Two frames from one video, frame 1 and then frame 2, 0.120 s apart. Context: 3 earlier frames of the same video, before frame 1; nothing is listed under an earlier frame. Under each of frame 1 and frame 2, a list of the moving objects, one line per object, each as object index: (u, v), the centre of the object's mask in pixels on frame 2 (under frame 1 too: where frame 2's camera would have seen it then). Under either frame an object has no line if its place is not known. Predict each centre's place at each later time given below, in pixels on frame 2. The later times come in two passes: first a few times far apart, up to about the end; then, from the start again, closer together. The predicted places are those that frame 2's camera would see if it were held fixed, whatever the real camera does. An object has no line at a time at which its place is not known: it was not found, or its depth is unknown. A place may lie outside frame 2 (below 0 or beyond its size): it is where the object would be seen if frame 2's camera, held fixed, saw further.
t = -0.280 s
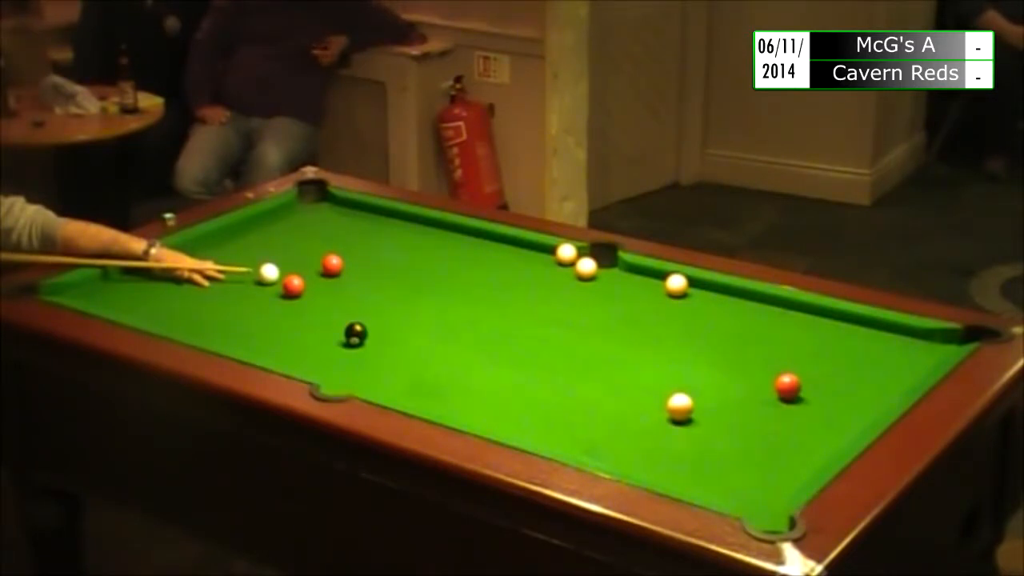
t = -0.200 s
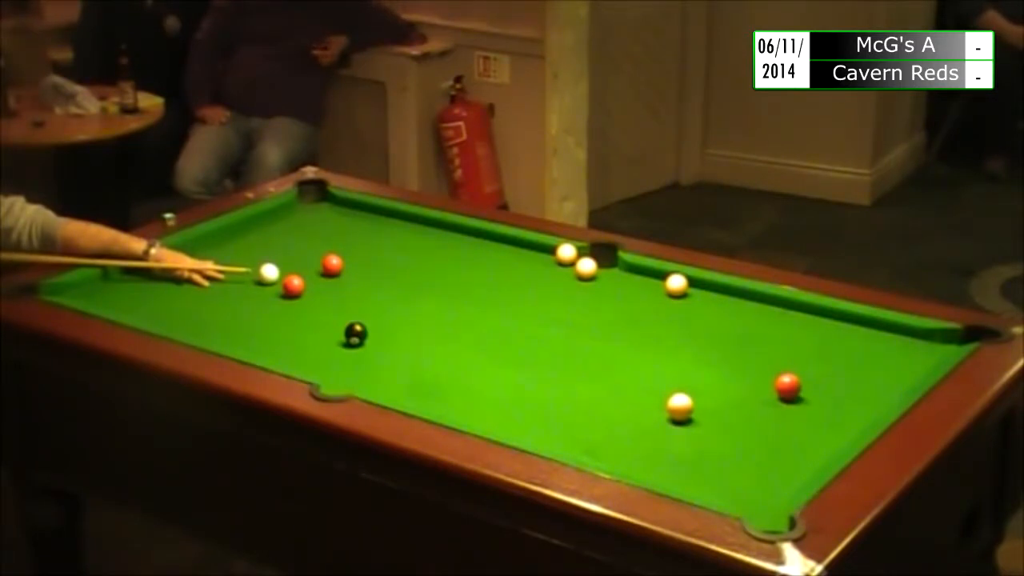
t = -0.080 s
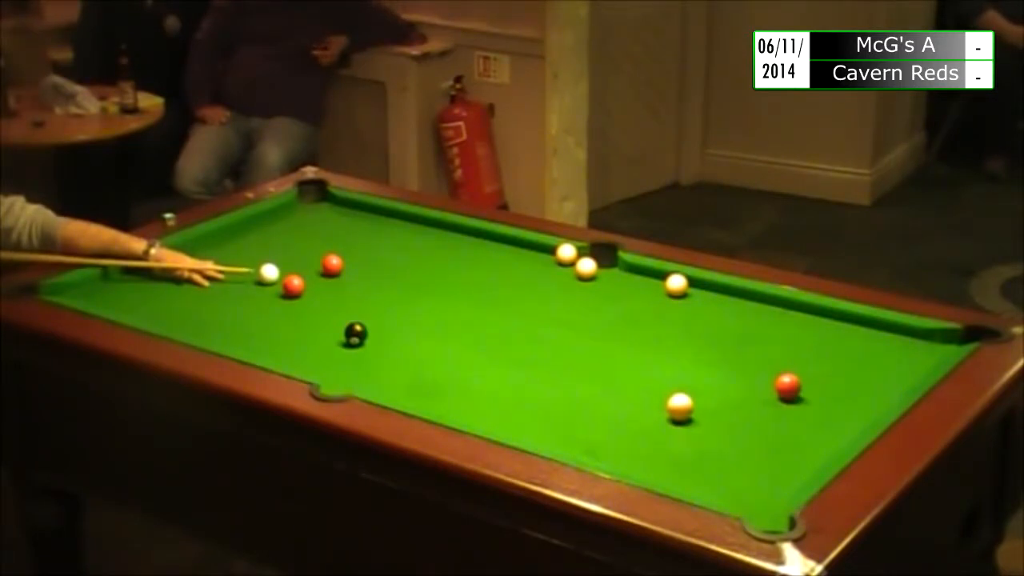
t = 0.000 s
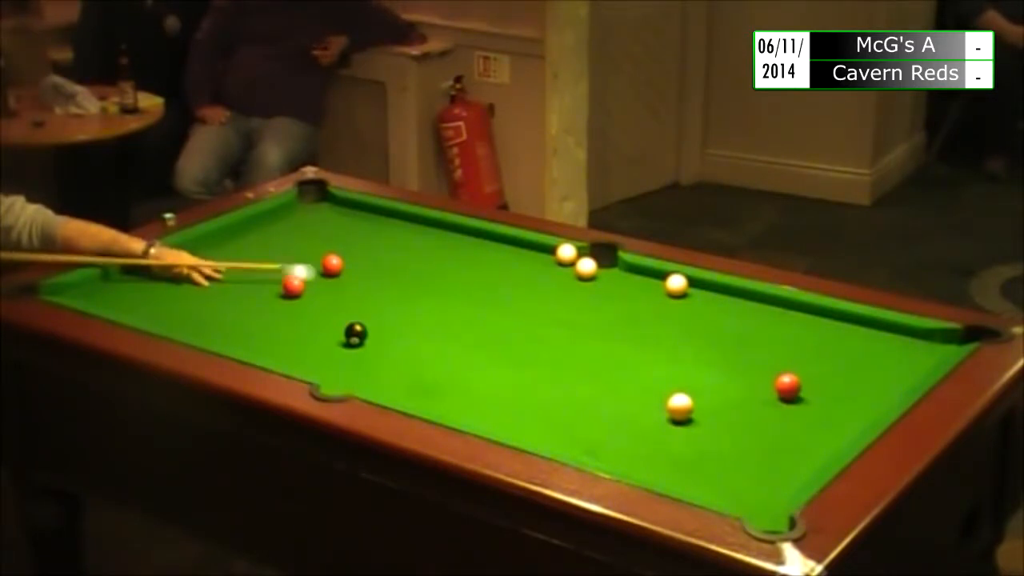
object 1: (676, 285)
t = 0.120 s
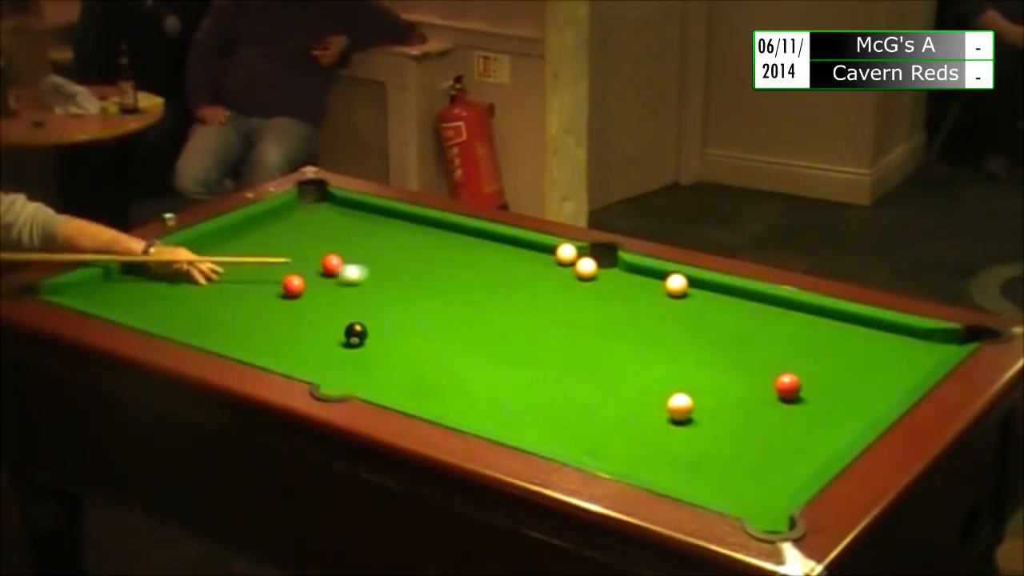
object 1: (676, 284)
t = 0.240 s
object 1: (676, 285)
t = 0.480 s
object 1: (676, 285)
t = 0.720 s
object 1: (676, 284)
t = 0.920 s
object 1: (677, 284)
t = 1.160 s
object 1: (698, 286)
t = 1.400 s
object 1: (704, 294)
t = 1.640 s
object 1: (710, 300)
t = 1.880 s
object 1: (714, 304)
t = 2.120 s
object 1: (717, 308)
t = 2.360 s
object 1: (718, 309)
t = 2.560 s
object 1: (719, 310)
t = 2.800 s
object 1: (719, 310)
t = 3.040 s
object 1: (719, 310)
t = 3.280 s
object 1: (719, 310)
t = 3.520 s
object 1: (719, 310)
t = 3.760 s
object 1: (719, 310)
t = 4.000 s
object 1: (719, 310)
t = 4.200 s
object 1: (719, 310)
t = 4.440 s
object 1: (719, 310)
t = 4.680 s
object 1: (719, 310)
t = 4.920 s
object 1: (719, 310)
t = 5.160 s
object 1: (718, 310)
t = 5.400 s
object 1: (719, 310)
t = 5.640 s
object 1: (719, 309)
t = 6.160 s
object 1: (717, 308)
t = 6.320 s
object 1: (719, 309)
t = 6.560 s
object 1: (719, 309)
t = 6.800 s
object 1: (719, 309)
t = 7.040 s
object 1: (719, 310)
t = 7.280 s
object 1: (719, 310)
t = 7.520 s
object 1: (719, 310)
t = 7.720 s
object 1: (719, 310)
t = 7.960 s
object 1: (719, 309)
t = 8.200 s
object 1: (719, 310)
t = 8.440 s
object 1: (719, 310)
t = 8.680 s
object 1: (719, 309)
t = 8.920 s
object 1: (719, 309)
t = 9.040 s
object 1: (719, 310)
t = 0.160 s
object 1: (676, 284)
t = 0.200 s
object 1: (676, 285)
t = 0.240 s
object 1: (676, 285)
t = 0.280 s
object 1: (676, 284)
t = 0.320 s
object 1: (676, 285)
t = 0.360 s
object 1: (676, 285)
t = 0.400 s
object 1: (676, 285)
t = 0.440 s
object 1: (676, 285)
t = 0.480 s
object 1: (676, 285)
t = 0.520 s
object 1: (676, 285)
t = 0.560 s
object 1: (676, 285)
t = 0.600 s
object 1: (676, 284)
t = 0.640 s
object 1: (676, 285)
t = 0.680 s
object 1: (676, 285)
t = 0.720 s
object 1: (676, 284)
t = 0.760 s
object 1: (676, 285)
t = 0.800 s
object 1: (676, 284)
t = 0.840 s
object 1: (676, 284)
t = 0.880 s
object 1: (676, 285)
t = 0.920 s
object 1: (677, 284)
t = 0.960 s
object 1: (683, 284)
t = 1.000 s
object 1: (689, 283)
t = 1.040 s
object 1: (693, 283)
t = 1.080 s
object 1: (696, 284)
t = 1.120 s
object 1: (697, 285)
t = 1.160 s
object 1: (698, 286)
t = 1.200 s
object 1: (699, 288)
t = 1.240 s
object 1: (700, 289)
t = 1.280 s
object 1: (702, 290)
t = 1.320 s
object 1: (703, 291)
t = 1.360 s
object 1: (703, 293)
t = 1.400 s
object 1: (704, 294)
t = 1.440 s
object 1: (705, 295)
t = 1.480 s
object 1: (706, 296)
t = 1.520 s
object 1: (708, 297)
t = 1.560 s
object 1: (709, 298)
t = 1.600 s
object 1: (709, 299)
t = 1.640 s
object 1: (710, 300)
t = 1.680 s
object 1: (711, 301)
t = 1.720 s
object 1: (711, 301)
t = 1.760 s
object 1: (712, 302)
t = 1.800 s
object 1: (713, 303)
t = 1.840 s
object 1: (713, 304)
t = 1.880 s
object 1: (714, 304)
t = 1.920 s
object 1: (715, 305)
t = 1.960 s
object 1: (715, 306)
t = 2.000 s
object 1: (716, 306)
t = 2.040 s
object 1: (716, 306)
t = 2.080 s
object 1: (716, 307)
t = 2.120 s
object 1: (717, 308)
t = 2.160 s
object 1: (717, 308)
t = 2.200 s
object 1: (717, 308)
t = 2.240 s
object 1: (718, 308)
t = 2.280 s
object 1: (718, 309)
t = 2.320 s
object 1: (718, 309)
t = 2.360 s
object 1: (718, 309)
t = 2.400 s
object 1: (718, 310)
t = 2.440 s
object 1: (718, 310)
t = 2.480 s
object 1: (718, 310)
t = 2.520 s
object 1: (719, 310)
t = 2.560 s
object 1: (719, 310)
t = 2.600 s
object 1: (719, 310)
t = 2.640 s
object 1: (719, 310)
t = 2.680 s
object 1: (719, 310)
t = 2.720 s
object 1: (719, 310)
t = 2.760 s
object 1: (719, 310)
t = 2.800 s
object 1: (719, 310)
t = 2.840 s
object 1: (719, 310)
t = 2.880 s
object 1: (719, 310)
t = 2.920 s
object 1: (719, 310)
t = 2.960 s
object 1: (719, 310)
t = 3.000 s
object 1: (719, 310)
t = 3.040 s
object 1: (719, 310)
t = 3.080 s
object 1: (719, 310)
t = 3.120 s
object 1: (719, 310)
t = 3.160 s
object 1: (718, 310)
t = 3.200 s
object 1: (718, 310)
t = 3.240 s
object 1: (718, 310)
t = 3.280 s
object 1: (719, 310)
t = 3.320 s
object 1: (719, 310)
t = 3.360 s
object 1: (719, 310)
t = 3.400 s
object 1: (719, 310)
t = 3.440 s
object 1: (719, 310)
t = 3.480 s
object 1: (719, 310)
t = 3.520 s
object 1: (719, 310)
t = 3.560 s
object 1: (719, 310)
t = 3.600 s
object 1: (719, 310)
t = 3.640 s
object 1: (718, 310)
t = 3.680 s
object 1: (719, 310)
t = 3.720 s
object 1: (719, 310)
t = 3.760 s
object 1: (719, 310)
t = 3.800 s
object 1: (719, 310)
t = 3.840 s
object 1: (719, 310)
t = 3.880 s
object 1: (719, 310)
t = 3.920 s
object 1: (719, 310)
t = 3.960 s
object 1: (719, 310)
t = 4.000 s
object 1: (719, 310)
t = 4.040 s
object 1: (719, 310)
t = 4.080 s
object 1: (719, 310)
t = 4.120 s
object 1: (719, 310)
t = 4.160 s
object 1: (719, 310)
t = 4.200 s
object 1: (719, 310)
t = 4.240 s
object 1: (719, 310)
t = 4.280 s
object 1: (719, 310)
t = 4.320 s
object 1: (719, 310)
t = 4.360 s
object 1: (719, 310)
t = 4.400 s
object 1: (719, 310)
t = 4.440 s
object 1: (719, 310)
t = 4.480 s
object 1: (719, 310)
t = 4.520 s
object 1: (719, 310)
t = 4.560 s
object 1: (719, 310)
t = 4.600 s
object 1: (719, 310)
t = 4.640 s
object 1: (719, 310)
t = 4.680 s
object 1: (719, 310)
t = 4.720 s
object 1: (719, 310)
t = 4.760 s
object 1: (719, 310)
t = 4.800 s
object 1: (719, 310)
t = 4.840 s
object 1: (719, 310)
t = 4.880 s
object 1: (719, 310)
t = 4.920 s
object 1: (719, 310)
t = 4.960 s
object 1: (719, 310)
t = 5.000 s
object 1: (719, 310)
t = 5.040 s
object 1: (719, 310)
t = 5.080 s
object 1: (718, 310)
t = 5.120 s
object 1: (719, 310)
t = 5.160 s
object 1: (718, 310)
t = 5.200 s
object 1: (719, 310)
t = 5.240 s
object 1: (719, 310)
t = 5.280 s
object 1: (719, 310)
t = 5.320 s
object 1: (719, 310)
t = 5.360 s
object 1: (719, 310)
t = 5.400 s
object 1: (719, 310)
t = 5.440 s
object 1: (719, 310)
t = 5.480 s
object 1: (719, 310)
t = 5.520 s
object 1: (719, 310)
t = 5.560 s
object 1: (719, 310)
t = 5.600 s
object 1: (719, 309)
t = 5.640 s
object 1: (719, 309)
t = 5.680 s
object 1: (719, 309)
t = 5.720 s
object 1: (720, 309)
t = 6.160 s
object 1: (717, 308)
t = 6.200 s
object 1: (718, 309)
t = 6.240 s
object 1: (719, 309)
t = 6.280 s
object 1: (719, 309)
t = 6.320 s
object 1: (719, 309)
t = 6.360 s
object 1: (719, 309)
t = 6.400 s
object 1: (719, 309)
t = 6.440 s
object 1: (719, 309)
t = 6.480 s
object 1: (719, 309)
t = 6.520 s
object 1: (719, 310)
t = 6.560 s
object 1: (719, 309)
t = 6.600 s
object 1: (719, 309)
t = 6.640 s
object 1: (719, 309)
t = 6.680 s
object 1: (719, 310)
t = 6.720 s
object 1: (719, 310)
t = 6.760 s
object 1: (719, 309)
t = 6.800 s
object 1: (719, 309)
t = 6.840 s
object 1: (719, 309)
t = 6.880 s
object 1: (719, 309)
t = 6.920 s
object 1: (719, 309)
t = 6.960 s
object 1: (719, 309)
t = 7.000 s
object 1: (719, 309)
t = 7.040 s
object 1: (719, 310)
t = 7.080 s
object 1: (719, 309)
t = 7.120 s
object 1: (719, 309)
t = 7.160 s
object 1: (719, 309)
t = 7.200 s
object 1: (719, 309)
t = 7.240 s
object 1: (719, 309)
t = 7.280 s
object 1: (719, 310)
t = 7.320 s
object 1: (719, 309)
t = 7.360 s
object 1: (719, 309)
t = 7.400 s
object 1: (719, 309)
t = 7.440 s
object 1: (719, 309)
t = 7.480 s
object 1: (719, 310)
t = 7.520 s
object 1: (719, 310)
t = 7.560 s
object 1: (719, 310)
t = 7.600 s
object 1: (719, 310)
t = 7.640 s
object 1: (719, 310)
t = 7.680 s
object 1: (719, 310)
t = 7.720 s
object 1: (719, 310)
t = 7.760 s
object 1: (719, 310)
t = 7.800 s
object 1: (719, 310)
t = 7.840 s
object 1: (719, 310)
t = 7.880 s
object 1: (719, 310)
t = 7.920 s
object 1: (719, 309)
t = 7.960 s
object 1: (719, 309)
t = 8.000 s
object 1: (719, 310)
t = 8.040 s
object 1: (719, 310)
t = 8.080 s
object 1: (719, 310)
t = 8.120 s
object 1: (719, 309)
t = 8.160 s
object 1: (719, 310)
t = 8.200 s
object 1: (719, 310)
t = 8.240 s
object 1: (719, 310)
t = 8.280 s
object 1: (719, 310)
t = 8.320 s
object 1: (719, 310)
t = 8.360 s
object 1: (719, 310)
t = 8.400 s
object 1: (719, 310)
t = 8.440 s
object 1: (719, 310)
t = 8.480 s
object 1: (719, 309)
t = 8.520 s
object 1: (719, 309)
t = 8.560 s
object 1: (719, 310)
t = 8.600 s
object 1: (719, 310)
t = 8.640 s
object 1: (719, 309)
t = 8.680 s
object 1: (719, 309)
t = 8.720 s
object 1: (719, 310)
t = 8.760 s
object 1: (719, 310)
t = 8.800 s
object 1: (719, 310)
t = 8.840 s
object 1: (719, 310)
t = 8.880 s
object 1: (719, 309)
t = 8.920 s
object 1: (719, 309)
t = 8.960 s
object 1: (719, 309)
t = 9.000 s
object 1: (719, 310)
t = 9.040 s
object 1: (719, 310)
